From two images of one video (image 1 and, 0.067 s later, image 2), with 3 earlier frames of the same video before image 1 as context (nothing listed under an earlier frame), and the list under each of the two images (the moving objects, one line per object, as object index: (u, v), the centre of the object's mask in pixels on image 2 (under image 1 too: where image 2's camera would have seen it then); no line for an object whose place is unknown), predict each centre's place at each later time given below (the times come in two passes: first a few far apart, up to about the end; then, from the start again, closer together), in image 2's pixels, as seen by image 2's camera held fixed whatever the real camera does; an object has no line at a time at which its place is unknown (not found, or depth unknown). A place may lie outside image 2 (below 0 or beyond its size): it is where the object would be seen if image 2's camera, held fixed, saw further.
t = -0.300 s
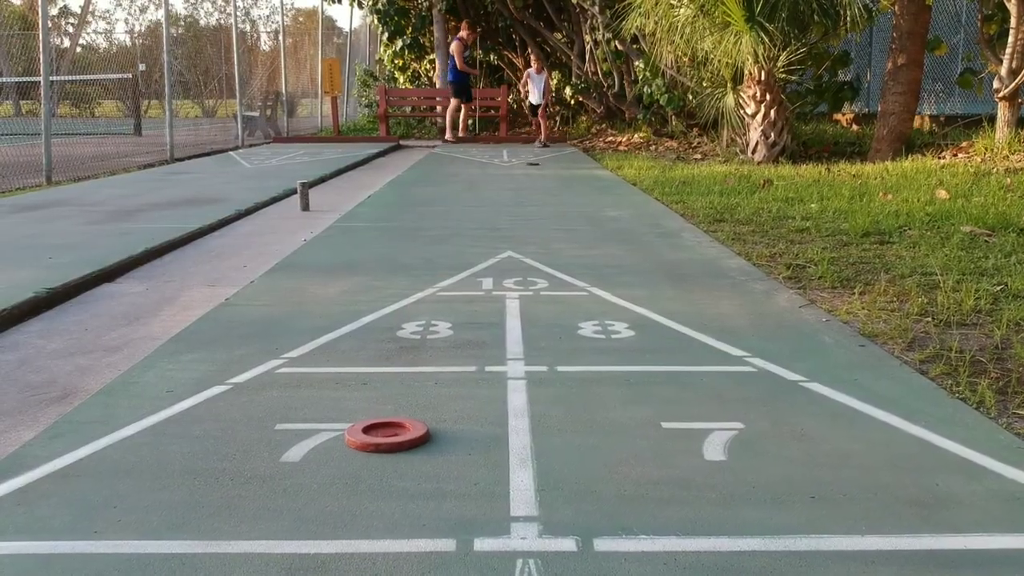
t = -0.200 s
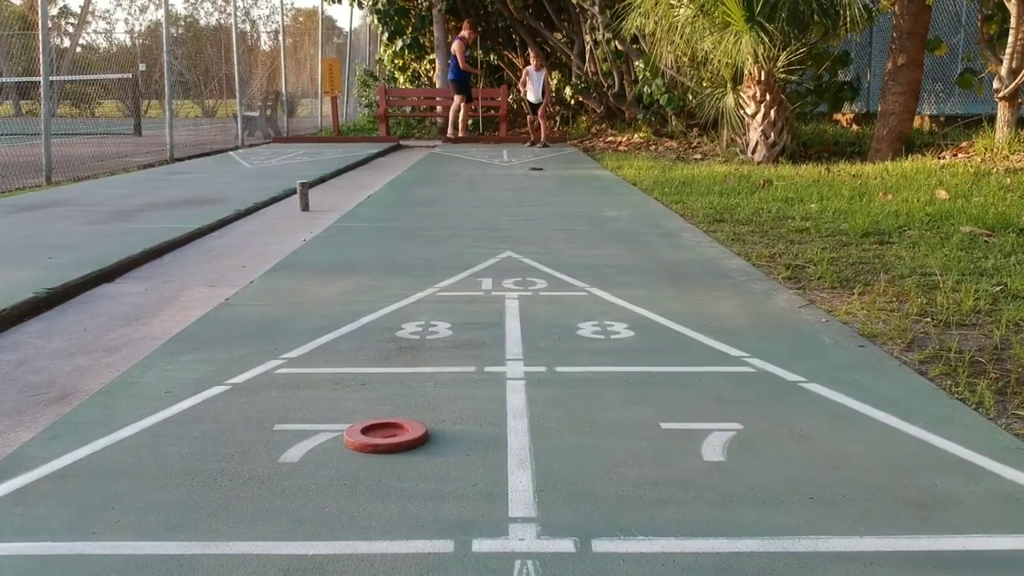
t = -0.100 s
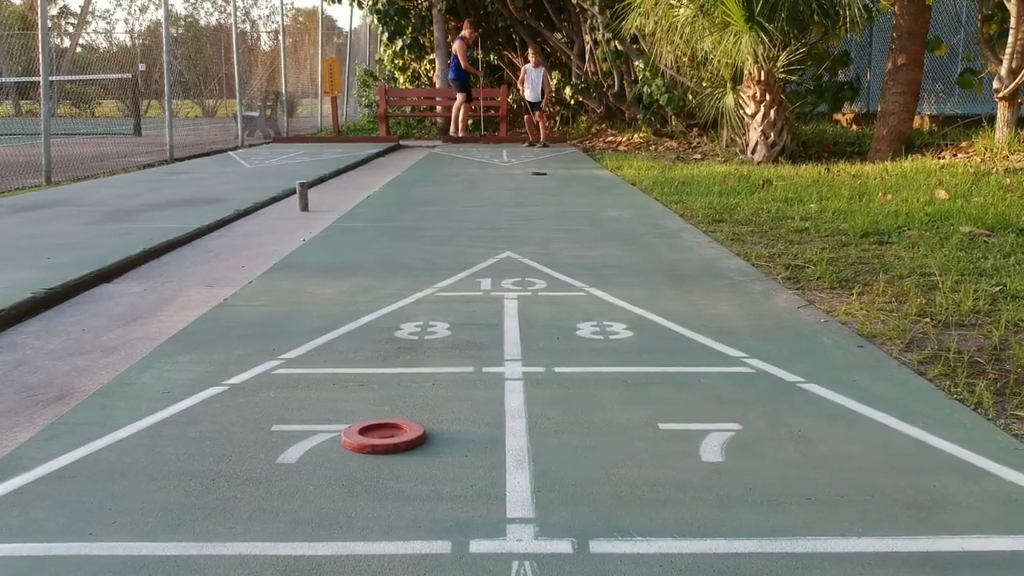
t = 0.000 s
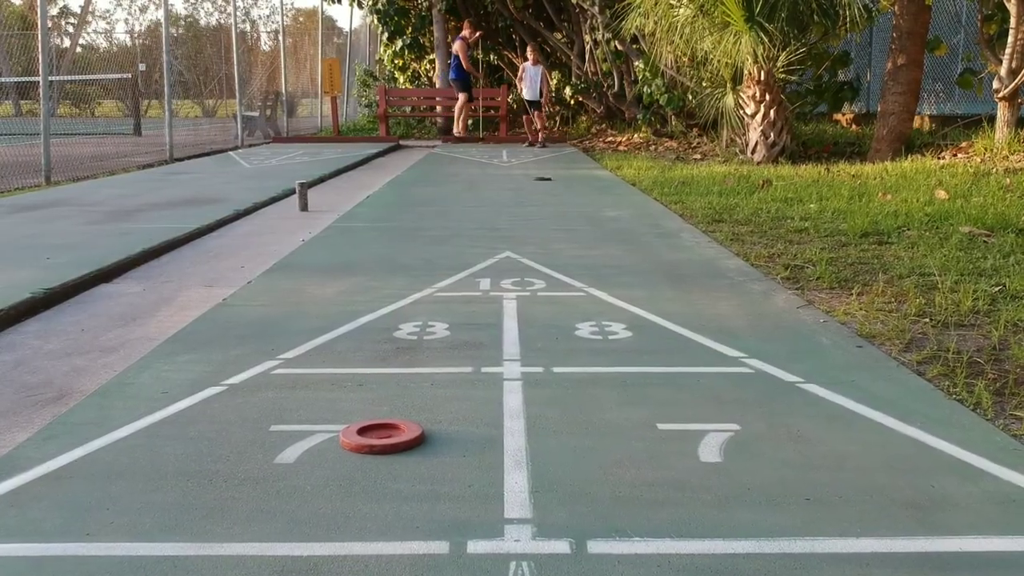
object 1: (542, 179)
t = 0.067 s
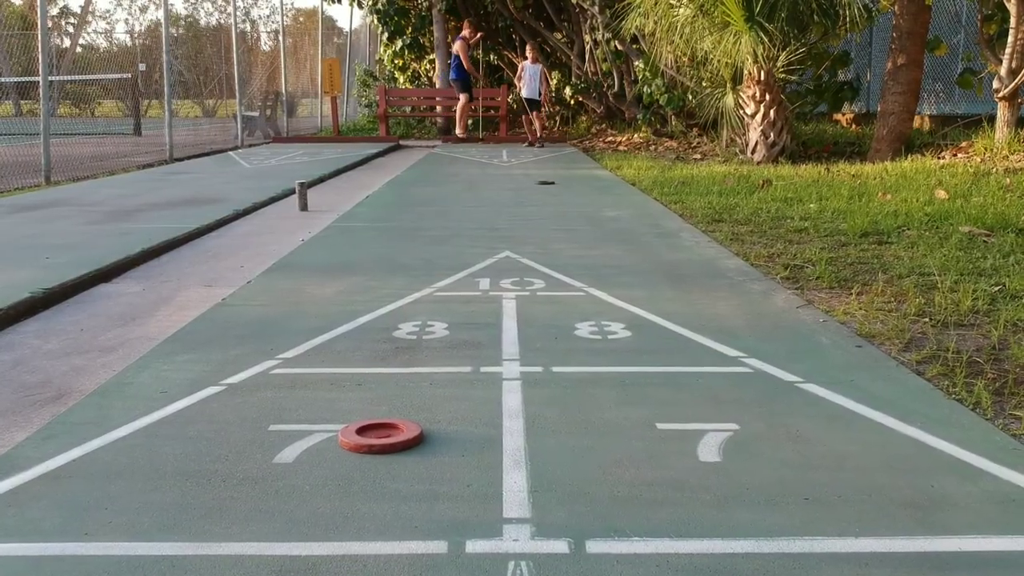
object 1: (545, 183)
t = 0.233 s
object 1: (554, 194)
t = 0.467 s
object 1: (570, 216)
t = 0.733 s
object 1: (597, 252)
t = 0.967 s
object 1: (634, 296)
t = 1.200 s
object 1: (688, 361)
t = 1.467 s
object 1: (793, 483)
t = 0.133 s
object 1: (548, 187)
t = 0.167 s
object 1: (550, 189)
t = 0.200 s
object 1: (552, 192)
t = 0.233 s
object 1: (554, 194)
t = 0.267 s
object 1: (556, 197)
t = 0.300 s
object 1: (558, 200)
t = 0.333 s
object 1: (560, 203)
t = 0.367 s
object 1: (562, 206)
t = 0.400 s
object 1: (565, 209)
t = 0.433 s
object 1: (567, 212)
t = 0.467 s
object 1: (570, 216)
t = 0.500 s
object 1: (573, 220)
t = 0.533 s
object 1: (576, 224)
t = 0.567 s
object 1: (579, 228)
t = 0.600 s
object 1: (582, 232)
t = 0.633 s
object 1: (586, 237)
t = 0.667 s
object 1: (590, 242)
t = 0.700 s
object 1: (593, 247)
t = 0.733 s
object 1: (597, 252)
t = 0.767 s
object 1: (602, 257)
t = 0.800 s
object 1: (607, 263)
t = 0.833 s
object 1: (611, 269)
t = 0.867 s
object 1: (617, 275)
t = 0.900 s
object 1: (622, 282)
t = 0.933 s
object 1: (627, 289)
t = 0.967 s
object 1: (634, 296)
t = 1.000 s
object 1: (640, 304)
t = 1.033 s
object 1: (646, 311)
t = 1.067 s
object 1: (654, 321)
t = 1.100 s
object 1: (661, 330)
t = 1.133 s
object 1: (670, 340)
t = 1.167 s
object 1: (679, 350)
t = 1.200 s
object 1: (688, 361)
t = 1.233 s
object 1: (699, 373)
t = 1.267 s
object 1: (709, 386)
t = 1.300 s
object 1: (721, 400)
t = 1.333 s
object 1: (734, 414)
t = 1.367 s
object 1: (746, 430)
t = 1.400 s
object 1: (761, 447)
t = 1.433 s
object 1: (776, 464)
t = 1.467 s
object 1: (793, 483)
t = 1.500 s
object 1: (810, 504)
